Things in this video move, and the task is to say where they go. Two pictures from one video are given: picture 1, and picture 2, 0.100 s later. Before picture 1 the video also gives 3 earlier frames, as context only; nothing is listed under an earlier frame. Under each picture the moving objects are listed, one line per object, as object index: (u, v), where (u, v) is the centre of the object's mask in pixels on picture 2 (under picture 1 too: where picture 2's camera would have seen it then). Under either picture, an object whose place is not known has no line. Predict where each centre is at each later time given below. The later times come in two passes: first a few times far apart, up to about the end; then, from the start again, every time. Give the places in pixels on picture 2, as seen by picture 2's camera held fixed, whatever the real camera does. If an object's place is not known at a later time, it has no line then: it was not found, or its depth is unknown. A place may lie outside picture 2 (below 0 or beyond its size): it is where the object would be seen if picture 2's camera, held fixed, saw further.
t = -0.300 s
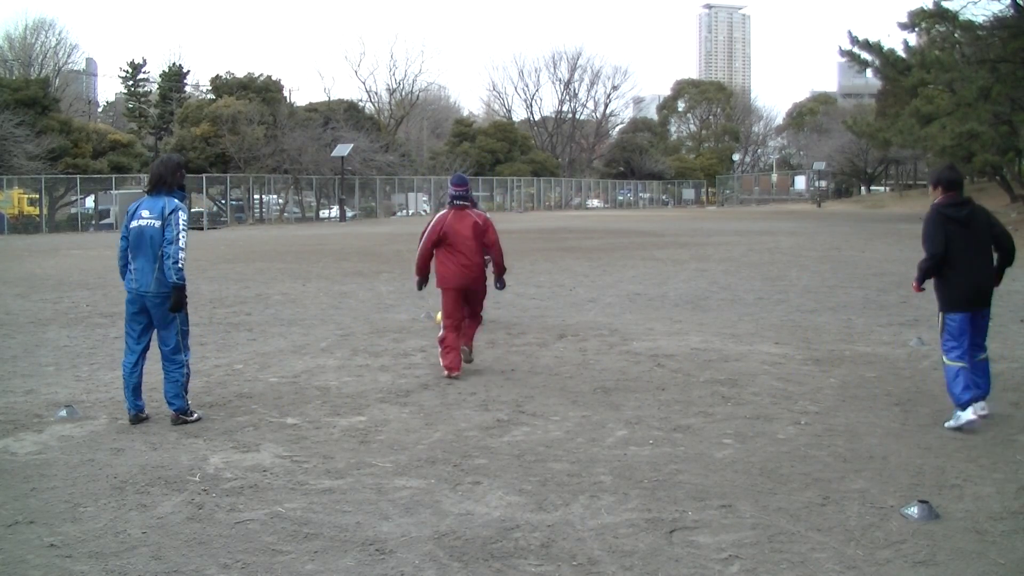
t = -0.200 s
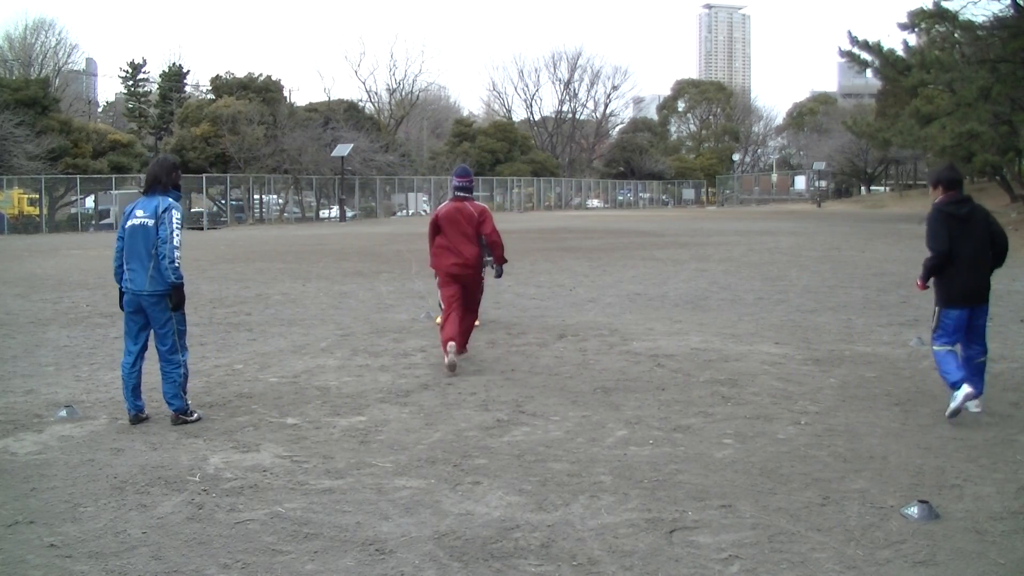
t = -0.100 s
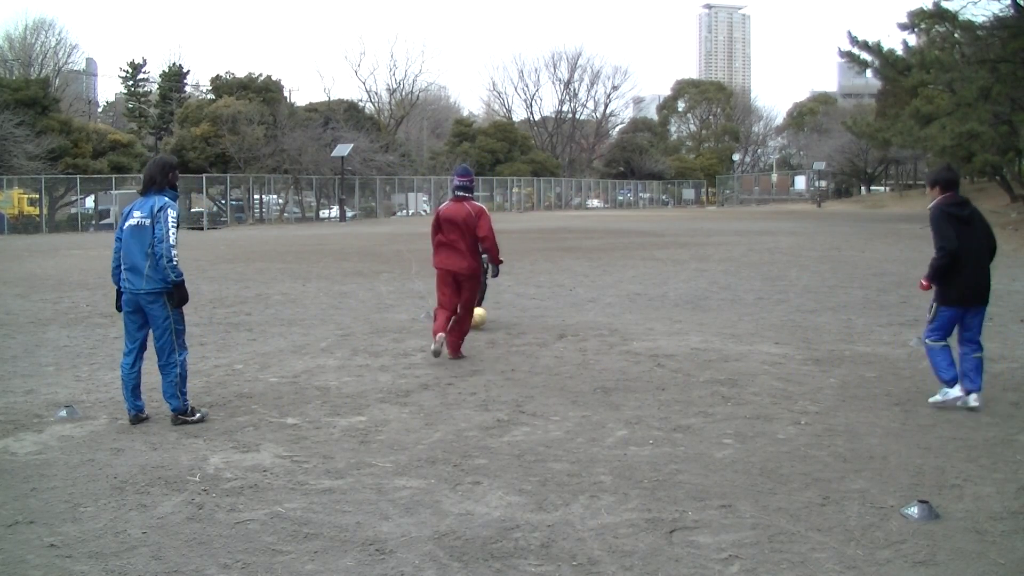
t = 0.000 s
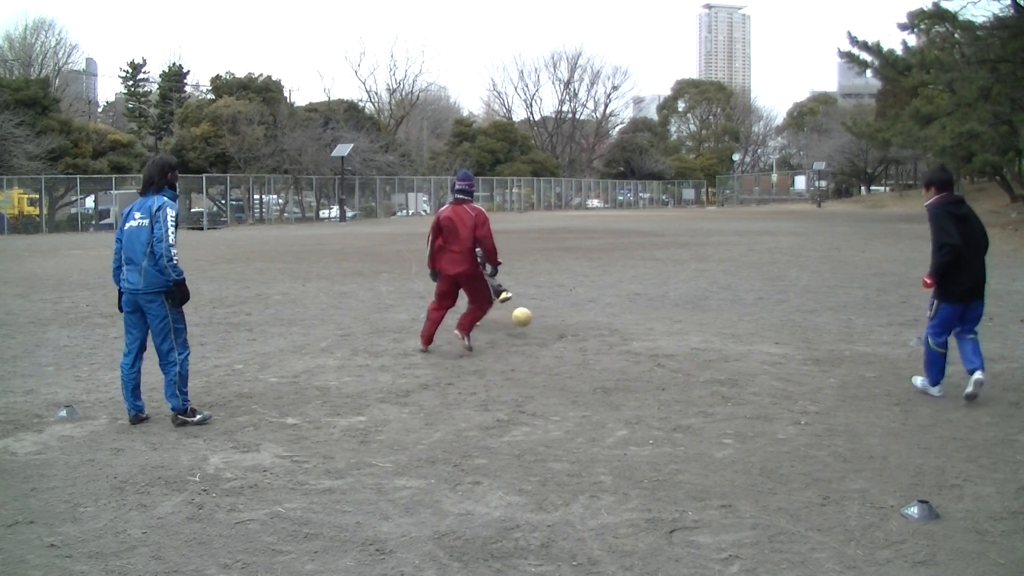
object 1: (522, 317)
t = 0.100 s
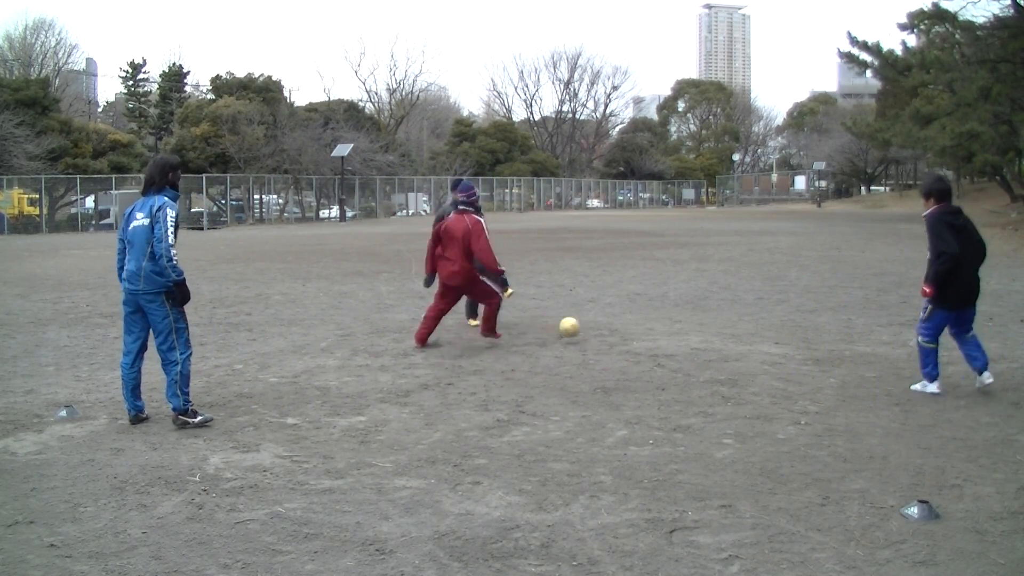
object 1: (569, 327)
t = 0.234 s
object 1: (629, 339)
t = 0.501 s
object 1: (731, 350)
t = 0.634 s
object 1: (782, 355)
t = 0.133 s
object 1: (586, 333)
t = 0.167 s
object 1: (601, 336)
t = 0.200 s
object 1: (615, 337)
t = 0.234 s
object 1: (629, 339)
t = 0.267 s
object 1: (643, 341)
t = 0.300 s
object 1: (656, 342)
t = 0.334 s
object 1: (668, 342)
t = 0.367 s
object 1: (681, 343)
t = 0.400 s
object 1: (693, 346)
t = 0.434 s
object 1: (706, 348)
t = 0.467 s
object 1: (718, 349)
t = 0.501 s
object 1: (731, 350)
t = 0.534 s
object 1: (743, 352)
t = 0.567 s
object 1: (756, 354)
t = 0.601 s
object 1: (769, 354)
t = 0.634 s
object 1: (782, 355)
